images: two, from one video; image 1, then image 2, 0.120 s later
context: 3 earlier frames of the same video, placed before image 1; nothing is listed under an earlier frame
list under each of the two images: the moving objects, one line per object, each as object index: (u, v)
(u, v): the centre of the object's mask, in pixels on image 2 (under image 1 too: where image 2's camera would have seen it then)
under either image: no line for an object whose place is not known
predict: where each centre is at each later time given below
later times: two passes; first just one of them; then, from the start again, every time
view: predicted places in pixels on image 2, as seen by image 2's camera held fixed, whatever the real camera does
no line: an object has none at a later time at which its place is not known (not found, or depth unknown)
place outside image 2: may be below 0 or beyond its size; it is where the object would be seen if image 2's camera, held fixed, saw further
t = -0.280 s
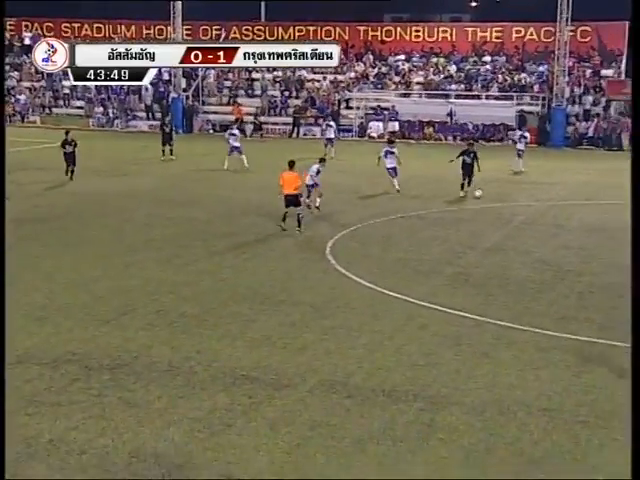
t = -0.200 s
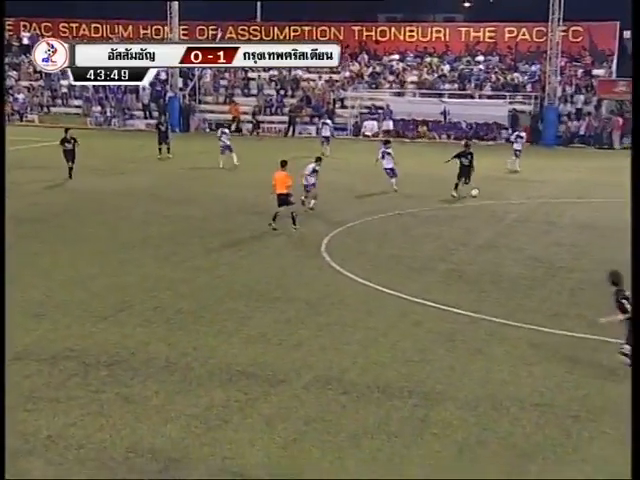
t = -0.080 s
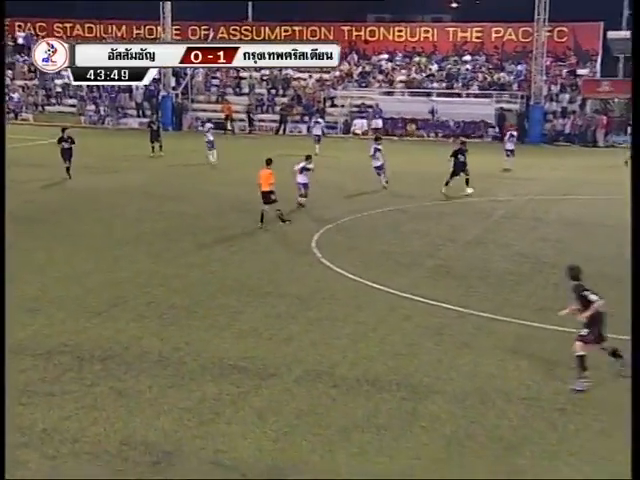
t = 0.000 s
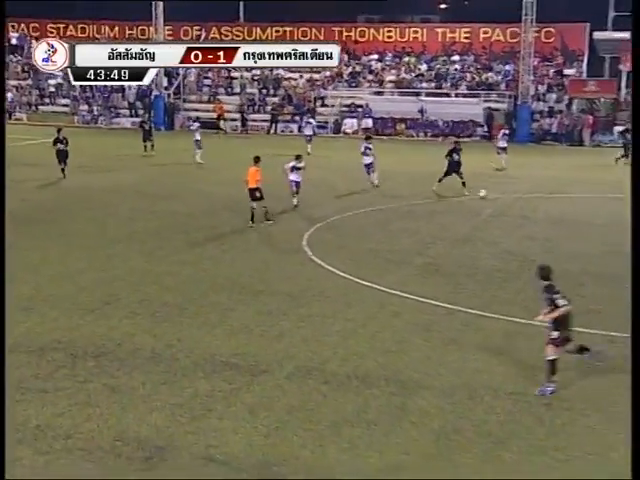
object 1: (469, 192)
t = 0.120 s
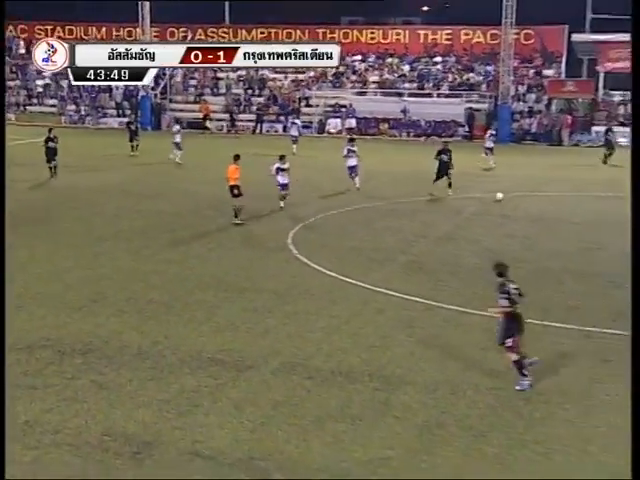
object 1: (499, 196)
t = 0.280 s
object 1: (540, 202)
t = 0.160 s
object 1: (510, 198)
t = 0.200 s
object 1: (519, 200)
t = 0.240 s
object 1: (529, 203)
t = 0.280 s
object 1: (540, 202)
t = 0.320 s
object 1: (549, 204)
